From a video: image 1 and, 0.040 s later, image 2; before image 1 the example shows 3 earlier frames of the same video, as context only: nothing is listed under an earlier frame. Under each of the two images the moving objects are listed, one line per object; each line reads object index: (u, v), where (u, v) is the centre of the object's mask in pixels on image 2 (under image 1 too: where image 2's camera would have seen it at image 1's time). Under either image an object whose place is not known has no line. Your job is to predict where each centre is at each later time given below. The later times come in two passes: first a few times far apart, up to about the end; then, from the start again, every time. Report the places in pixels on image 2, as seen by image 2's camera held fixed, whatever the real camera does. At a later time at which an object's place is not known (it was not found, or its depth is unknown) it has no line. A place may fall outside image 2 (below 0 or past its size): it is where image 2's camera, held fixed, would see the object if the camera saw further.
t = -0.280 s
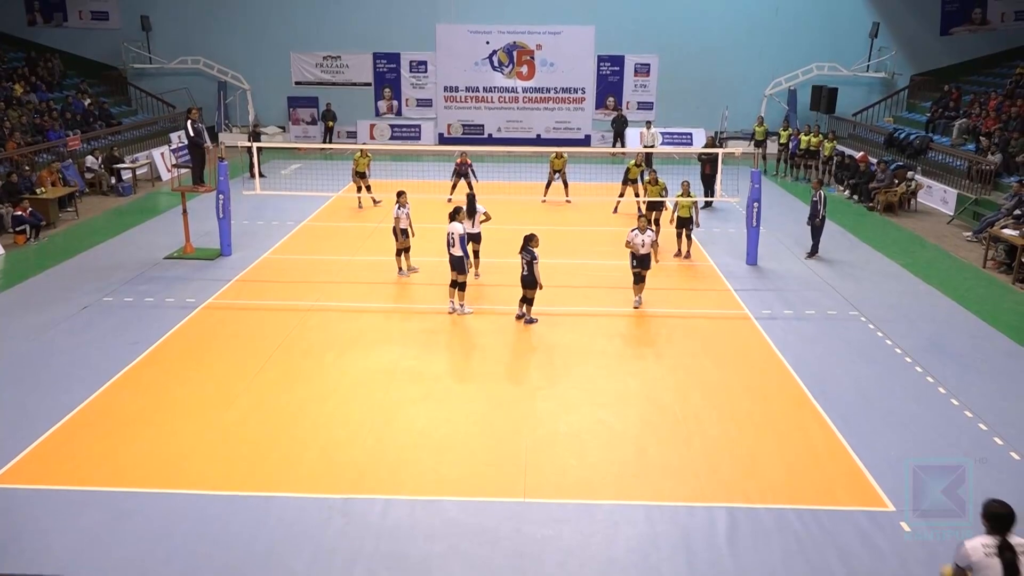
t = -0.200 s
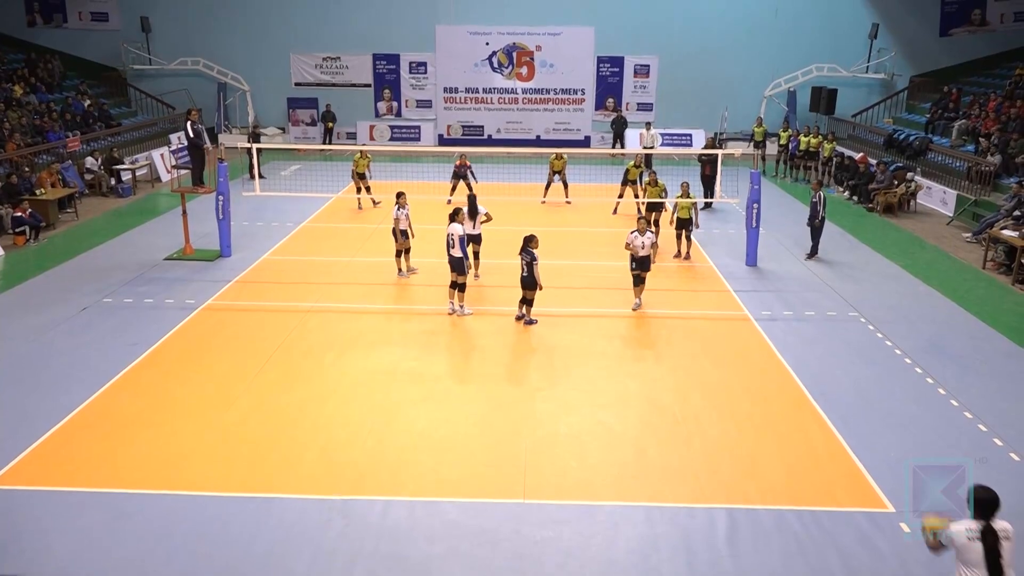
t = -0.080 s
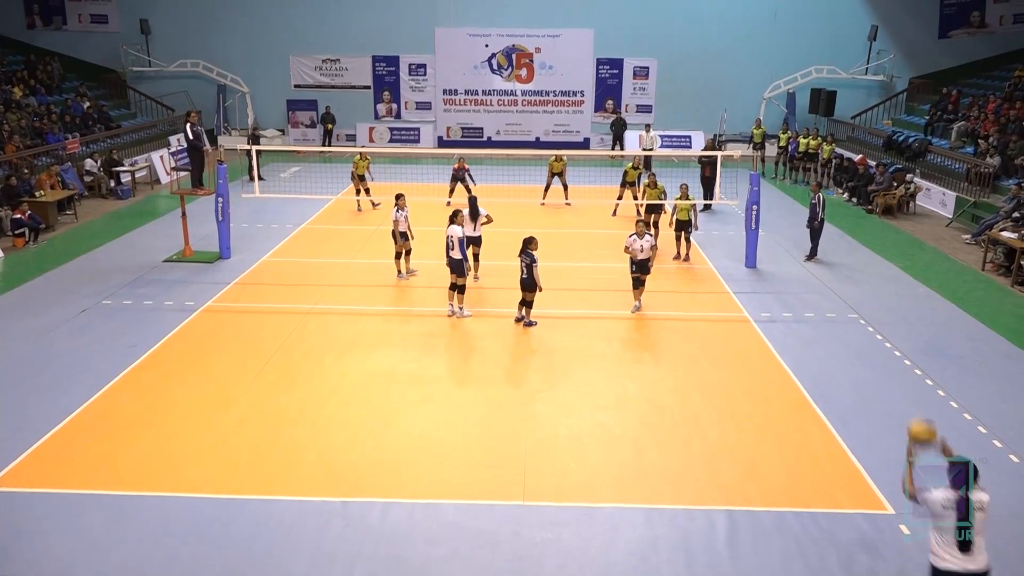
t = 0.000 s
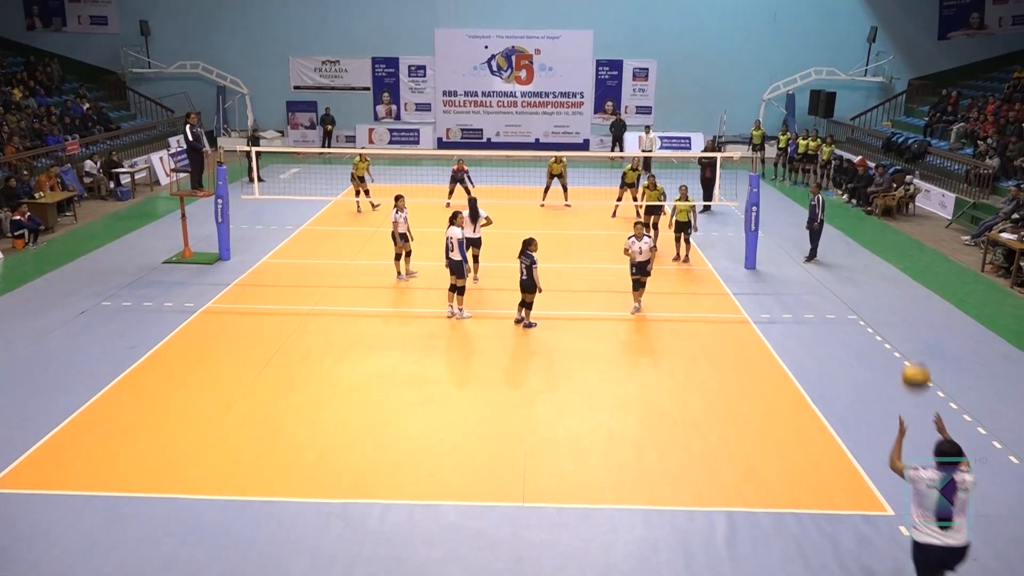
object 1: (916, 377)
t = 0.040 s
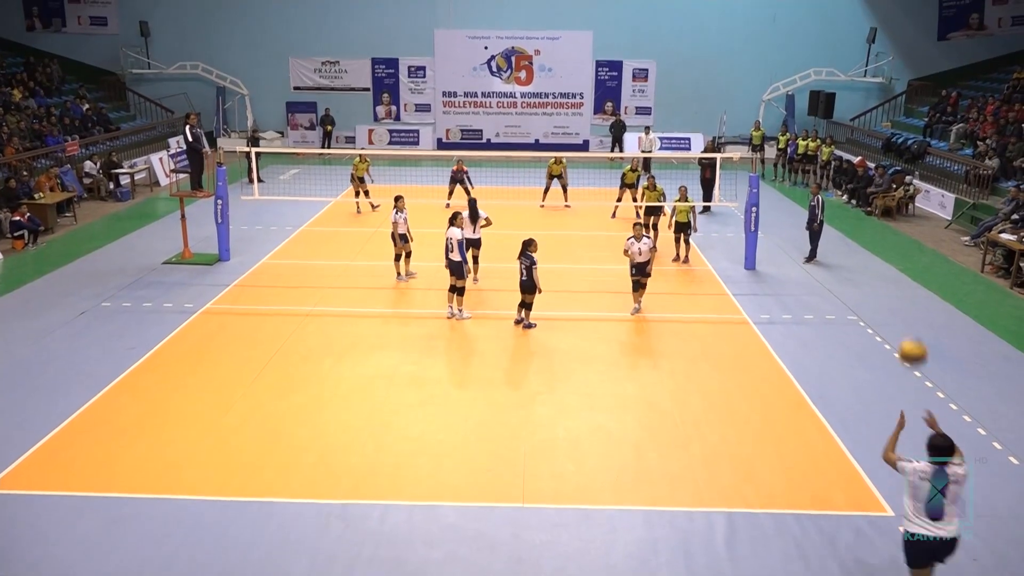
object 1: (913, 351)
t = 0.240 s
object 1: (893, 257)
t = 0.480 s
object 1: (866, 213)
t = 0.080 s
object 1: (909, 328)
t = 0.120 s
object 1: (905, 308)
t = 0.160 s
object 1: (902, 289)
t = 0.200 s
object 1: (898, 272)
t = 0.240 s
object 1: (893, 257)
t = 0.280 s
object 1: (889, 245)
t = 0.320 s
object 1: (885, 235)
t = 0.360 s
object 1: (880, 226)
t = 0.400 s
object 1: (876, 220)
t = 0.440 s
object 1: (870, 215)
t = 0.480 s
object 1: (866, 213)
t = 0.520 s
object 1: (860, 211)
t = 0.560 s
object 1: (855, 212)
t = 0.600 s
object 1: (849, 215)
